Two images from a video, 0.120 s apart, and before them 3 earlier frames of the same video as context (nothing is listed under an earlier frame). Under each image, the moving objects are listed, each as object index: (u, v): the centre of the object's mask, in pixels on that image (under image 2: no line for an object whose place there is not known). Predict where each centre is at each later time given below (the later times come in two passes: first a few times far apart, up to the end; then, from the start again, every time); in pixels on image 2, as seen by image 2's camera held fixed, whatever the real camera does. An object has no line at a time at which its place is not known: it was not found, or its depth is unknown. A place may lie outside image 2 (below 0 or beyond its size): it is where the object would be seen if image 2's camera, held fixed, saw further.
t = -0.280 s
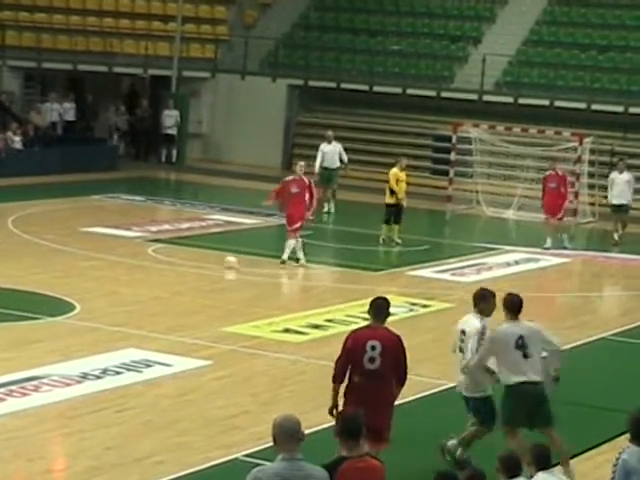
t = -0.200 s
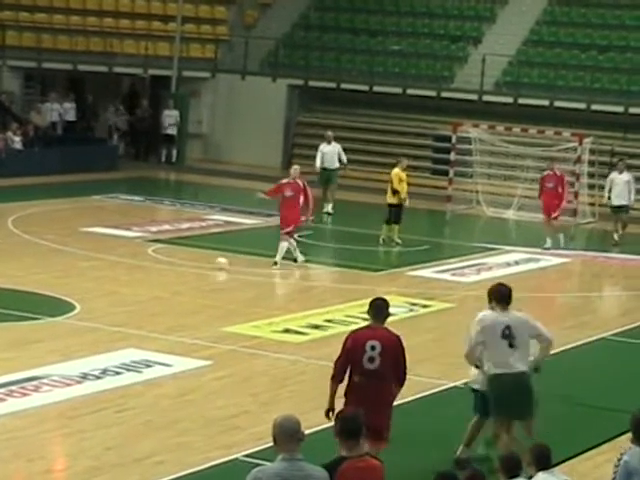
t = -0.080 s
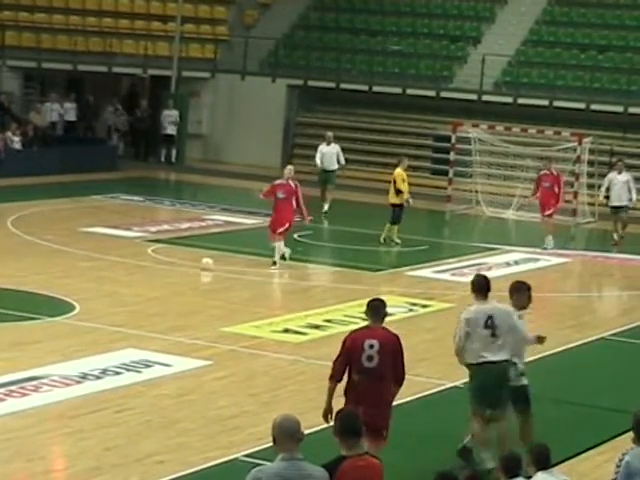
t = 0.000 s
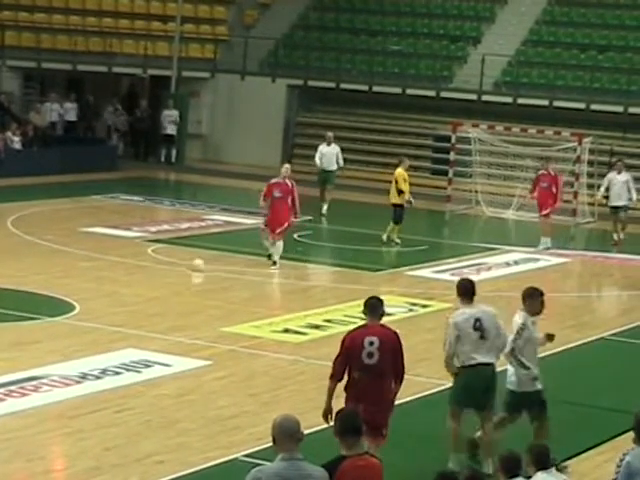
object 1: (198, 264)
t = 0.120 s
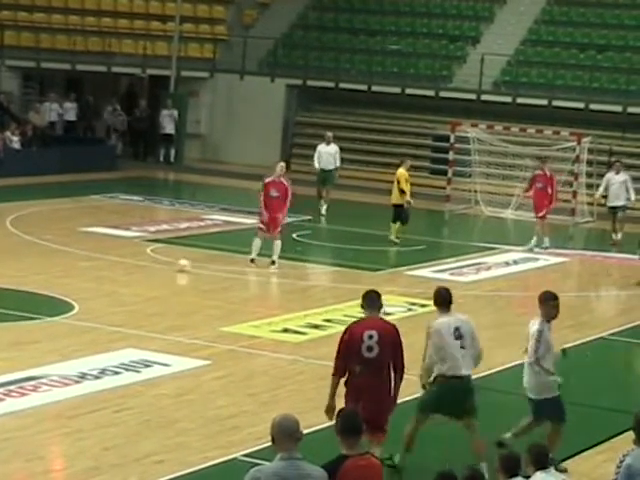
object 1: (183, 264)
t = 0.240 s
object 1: (170, 265)
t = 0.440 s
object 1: (146, 267)
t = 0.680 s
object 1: (119, 270)
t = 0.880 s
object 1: (96, 272)
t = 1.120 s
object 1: (68, 274)
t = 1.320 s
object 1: (44, 275)
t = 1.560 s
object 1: (15, 278)
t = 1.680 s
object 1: (1, 279)
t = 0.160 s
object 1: (178, 265)
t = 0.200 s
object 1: (174, 265)
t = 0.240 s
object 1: (170, 265)
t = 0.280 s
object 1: (164, 265)
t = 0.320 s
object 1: (161, 266)
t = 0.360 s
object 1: (156, 266)
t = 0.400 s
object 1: (152, 267)
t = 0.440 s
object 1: (146, 267)
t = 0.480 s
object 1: (142, 268)
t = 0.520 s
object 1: (137, 269)
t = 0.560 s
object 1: (133, 269)
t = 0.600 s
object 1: (129, 269)
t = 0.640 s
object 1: (123, 269)
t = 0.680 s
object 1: (119, 270)
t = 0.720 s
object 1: (113, 270)
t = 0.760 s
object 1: (110, 270)
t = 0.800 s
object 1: (106, 270)
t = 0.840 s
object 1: (101, 271)
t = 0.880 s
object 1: (96, 272)
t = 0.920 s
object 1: (91, 273)
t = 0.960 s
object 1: (87, 273)
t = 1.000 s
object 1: (82, 273)
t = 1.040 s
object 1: (78, 273)
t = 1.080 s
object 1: (72, 274)
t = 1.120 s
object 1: (68, 274)
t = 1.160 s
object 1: (63, 274)
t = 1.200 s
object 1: (59, 275)
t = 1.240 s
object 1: (54, 275)
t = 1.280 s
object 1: (49, 275)
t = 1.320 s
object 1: (44, 275)
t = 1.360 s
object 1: (39, 276)
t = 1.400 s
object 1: (35, 276)
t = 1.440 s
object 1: (30, 277)
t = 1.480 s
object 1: (24, 277)
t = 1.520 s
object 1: (20, 277)
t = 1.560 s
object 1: (15, 278)
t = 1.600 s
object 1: (9, 278)
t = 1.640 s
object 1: (6, 278)
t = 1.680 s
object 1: (1, 279)
